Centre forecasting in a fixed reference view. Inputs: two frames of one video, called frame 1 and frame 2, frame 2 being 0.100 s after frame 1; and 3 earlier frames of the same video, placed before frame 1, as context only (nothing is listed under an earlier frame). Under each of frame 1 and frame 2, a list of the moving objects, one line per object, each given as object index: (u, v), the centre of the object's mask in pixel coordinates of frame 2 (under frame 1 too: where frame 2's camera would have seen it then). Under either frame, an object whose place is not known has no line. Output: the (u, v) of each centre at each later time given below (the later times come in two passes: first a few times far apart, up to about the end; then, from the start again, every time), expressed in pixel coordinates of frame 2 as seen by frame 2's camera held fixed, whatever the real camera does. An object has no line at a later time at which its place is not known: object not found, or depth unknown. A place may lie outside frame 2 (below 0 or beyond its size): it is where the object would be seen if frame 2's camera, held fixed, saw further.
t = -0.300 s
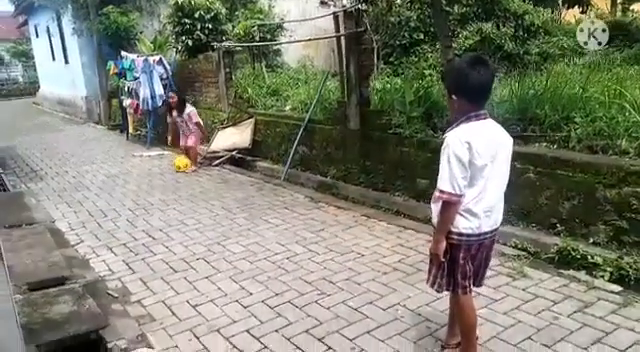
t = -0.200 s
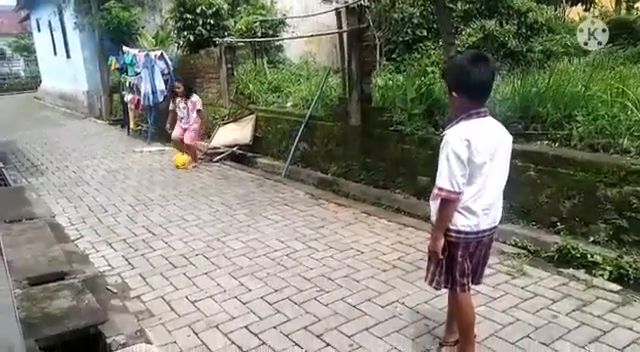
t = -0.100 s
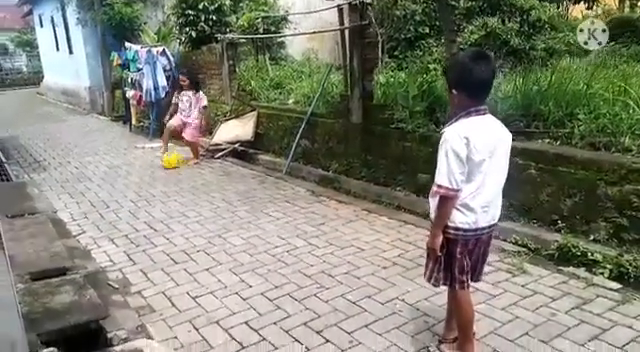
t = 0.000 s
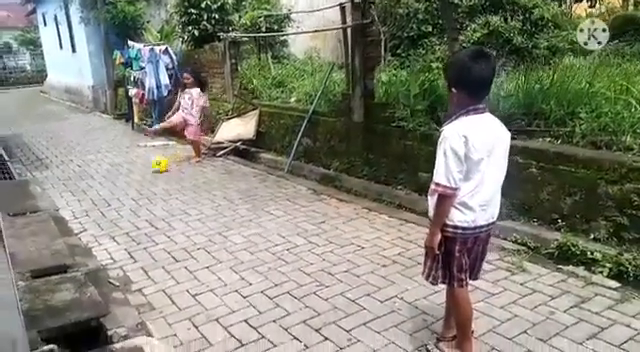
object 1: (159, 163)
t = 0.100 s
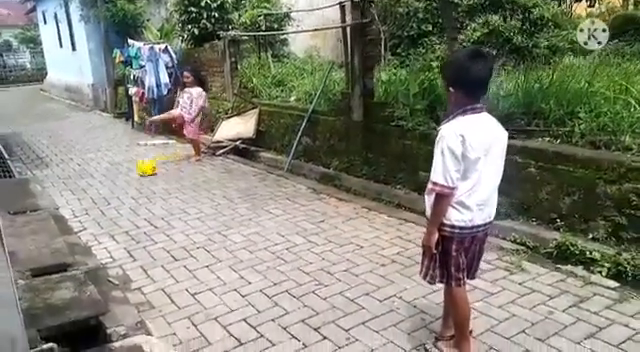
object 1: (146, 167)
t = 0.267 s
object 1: (126, 175)
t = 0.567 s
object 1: (80, 190)
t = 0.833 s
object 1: (34, 200)
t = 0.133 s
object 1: (142, 168)
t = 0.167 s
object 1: (138, 169)
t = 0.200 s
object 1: (133, 170)
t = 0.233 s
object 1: (130, 172)
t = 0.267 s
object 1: (126, 175)
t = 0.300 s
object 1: (121, 176)
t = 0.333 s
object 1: (116, 178)
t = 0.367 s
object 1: (112, 179)
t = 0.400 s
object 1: (106, 181)
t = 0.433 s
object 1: (101, 182)
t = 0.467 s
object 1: (96, 184)
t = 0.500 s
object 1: (91, 186)
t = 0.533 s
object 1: (85, 188)
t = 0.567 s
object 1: (80, 190)
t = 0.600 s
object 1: (74, 192)
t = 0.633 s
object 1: (69, 194)
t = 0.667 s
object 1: (62, 196)
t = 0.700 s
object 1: (56, 197)
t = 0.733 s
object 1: (50, 197)
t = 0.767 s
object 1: (45, 196)
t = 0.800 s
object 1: (39, 198)
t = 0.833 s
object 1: (34, 200)
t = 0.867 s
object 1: (28, 200)
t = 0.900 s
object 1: (21, 199)
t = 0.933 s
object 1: (15, 199)
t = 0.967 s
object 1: (8, 199)
